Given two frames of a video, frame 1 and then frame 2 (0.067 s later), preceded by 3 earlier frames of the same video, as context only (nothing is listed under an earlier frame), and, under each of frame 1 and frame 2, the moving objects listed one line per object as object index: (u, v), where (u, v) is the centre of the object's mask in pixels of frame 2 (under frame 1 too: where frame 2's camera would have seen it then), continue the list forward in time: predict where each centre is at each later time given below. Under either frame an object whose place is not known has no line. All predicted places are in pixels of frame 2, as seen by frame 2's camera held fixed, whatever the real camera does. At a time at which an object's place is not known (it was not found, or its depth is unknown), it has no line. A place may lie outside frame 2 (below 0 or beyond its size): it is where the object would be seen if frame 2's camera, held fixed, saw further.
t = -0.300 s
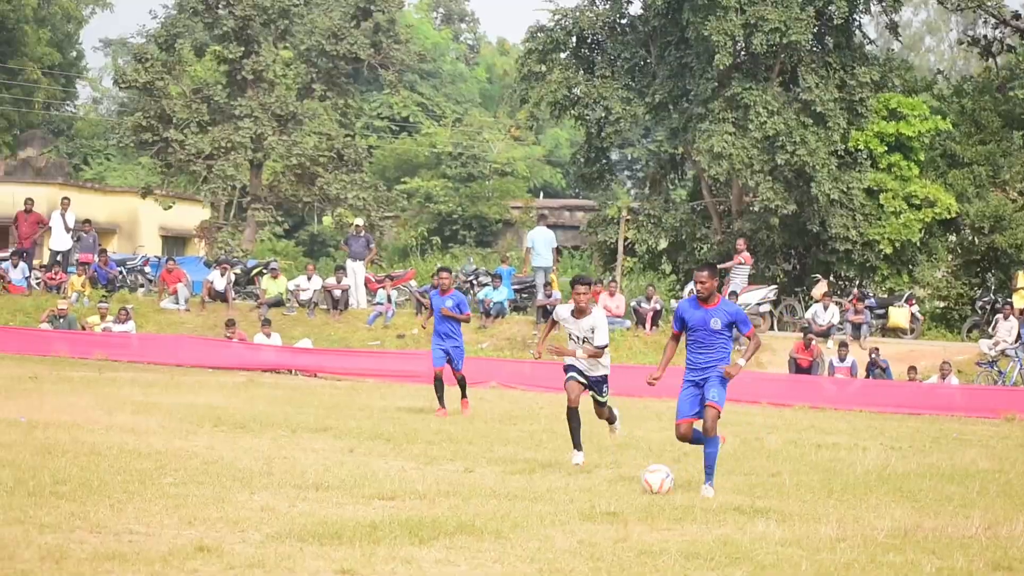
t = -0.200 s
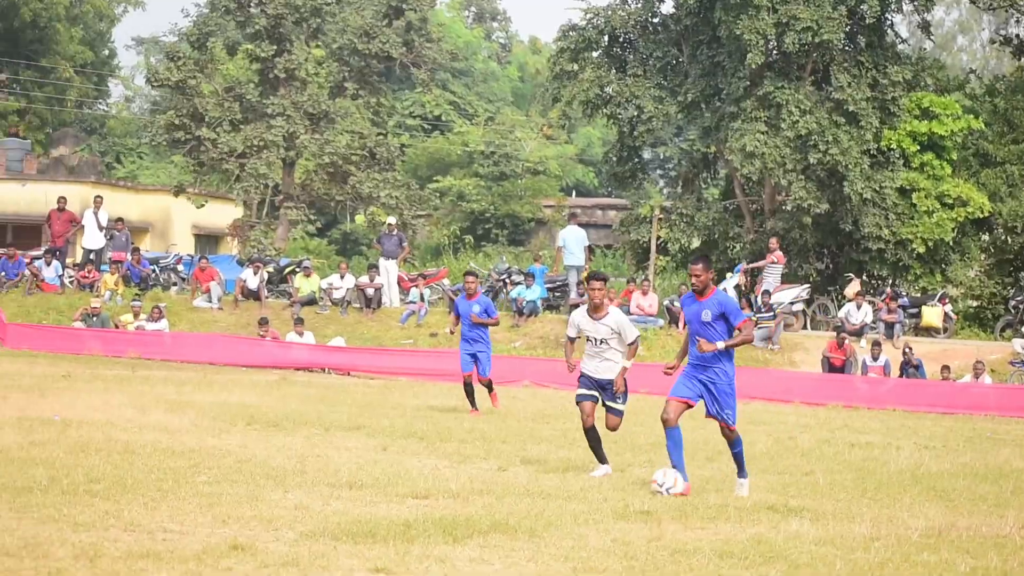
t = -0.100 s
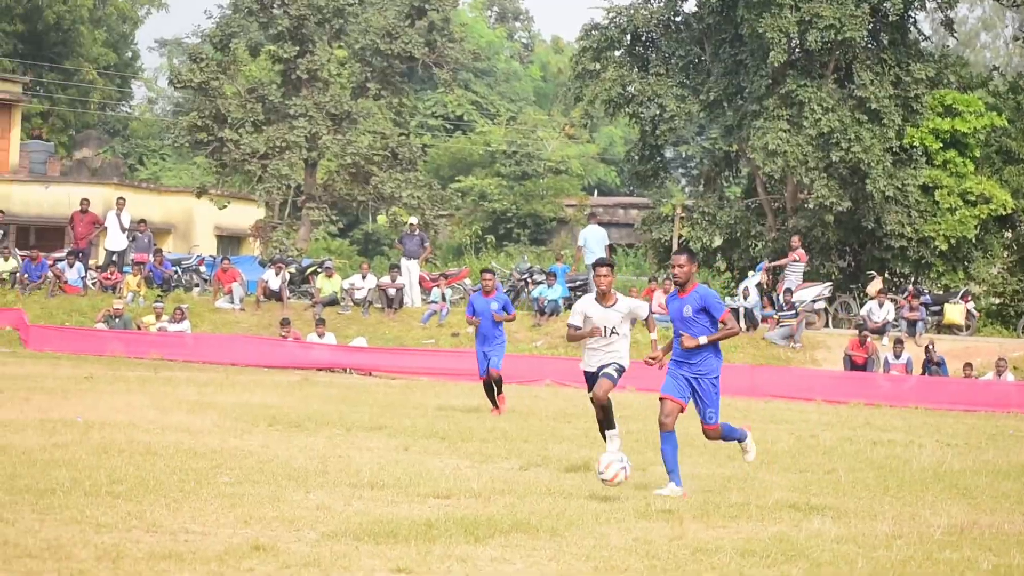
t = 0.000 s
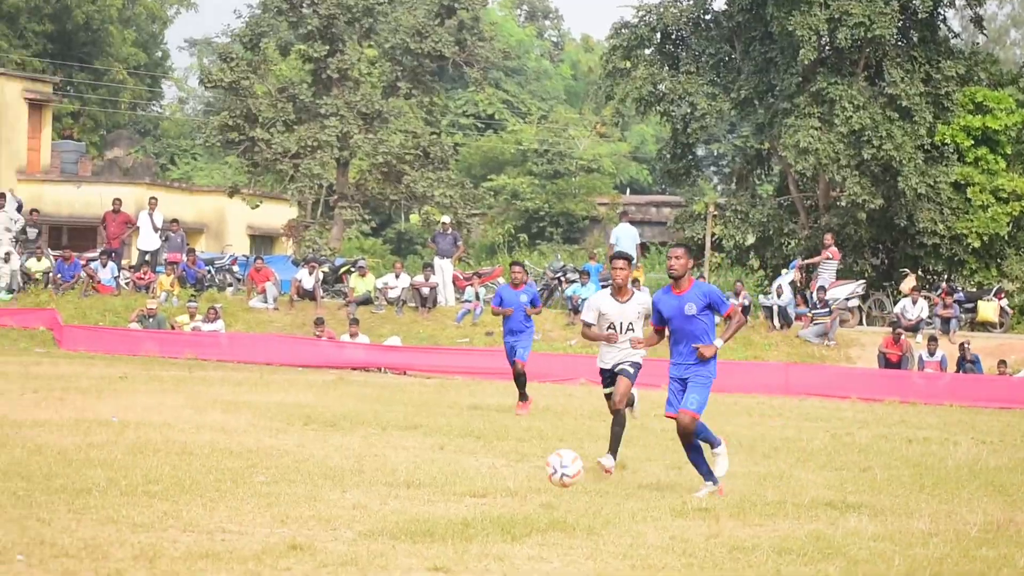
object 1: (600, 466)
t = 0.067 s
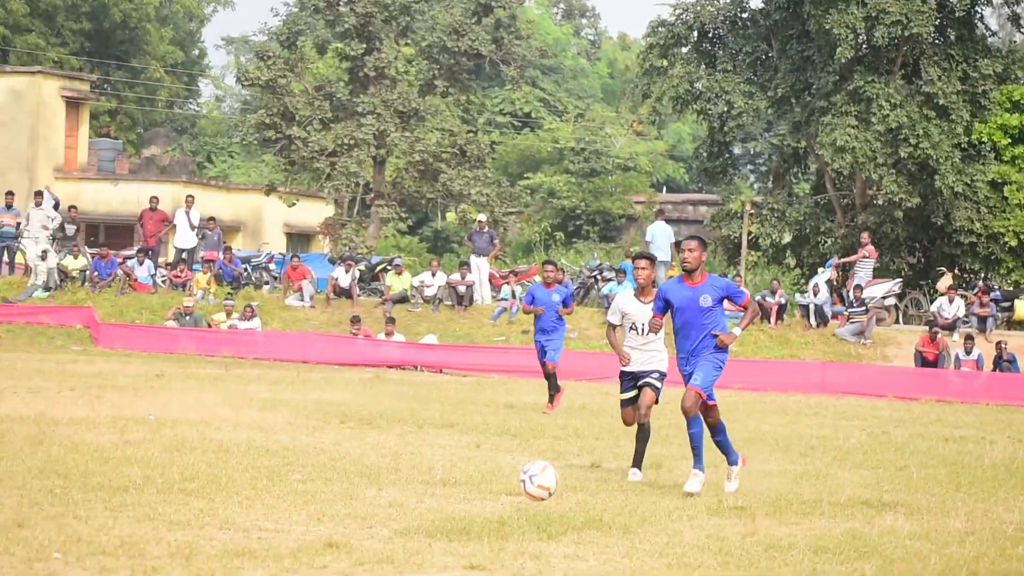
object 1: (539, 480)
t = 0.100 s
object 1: (506, 491)
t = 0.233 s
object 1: (383, 484)
